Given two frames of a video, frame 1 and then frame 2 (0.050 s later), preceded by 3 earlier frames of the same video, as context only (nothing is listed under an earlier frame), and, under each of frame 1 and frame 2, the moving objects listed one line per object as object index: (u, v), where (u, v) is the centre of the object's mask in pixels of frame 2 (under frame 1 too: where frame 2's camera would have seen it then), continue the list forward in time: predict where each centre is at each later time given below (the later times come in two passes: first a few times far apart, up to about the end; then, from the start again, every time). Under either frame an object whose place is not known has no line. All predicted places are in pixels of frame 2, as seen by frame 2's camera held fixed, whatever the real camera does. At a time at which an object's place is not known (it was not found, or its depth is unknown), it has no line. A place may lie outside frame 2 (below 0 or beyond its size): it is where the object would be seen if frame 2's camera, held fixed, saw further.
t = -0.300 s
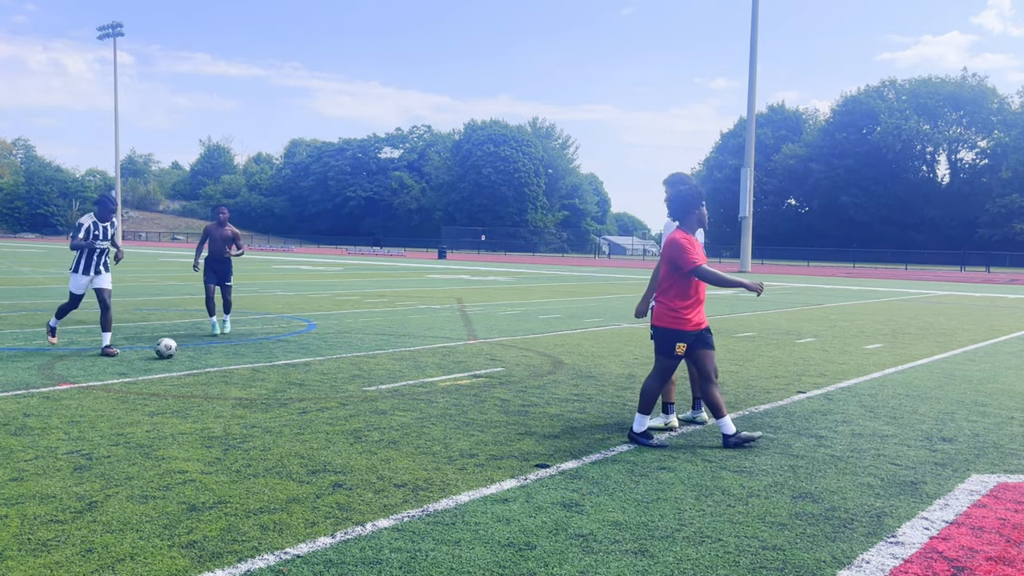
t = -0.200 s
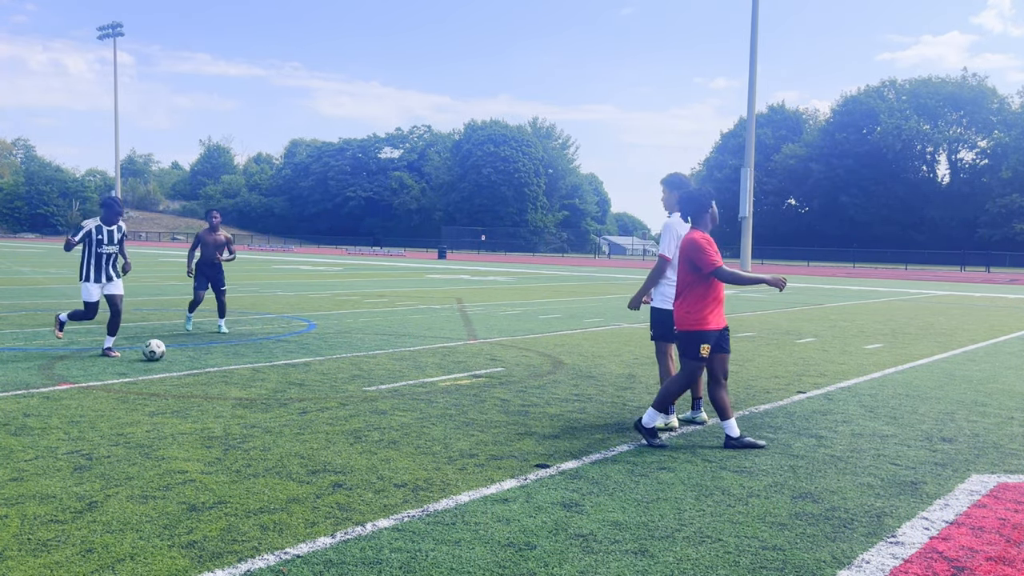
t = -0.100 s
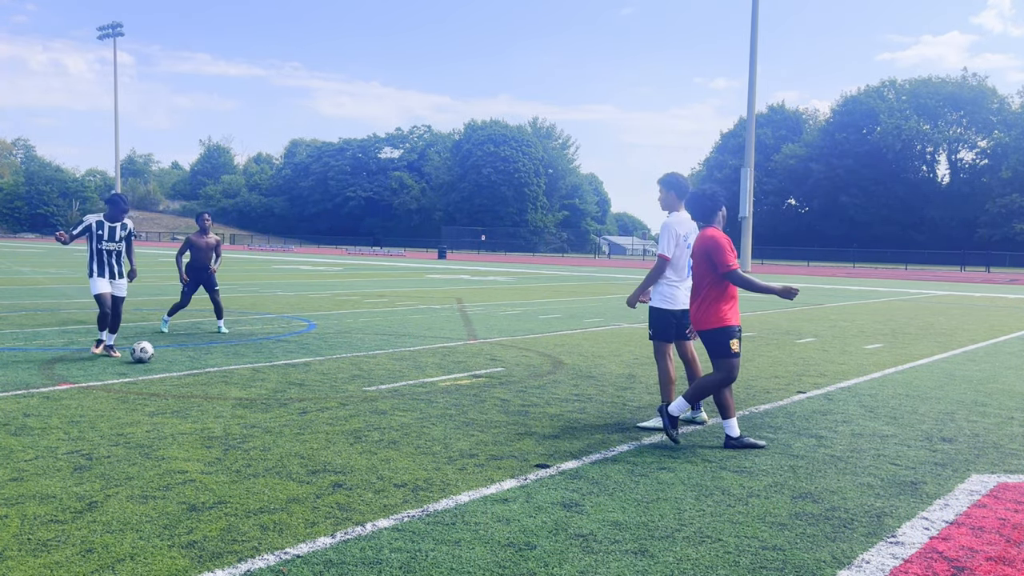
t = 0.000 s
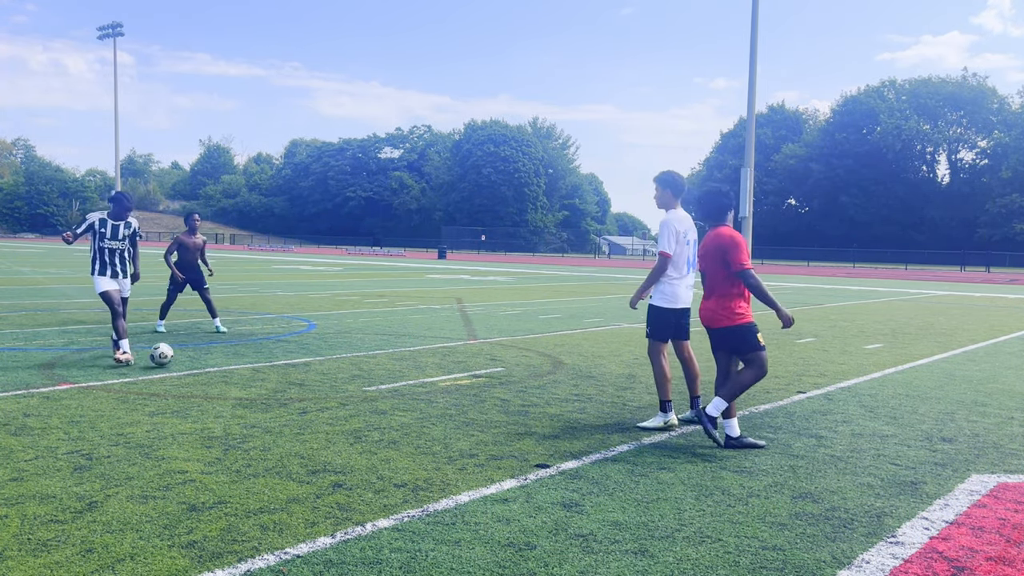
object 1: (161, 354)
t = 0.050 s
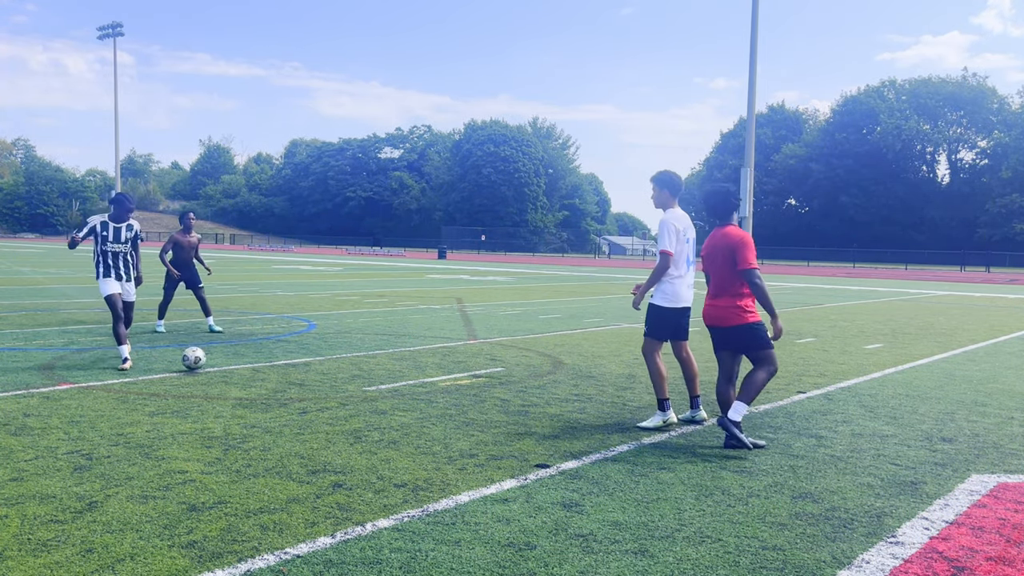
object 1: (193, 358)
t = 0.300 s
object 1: (355, 379)
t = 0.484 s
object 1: (472, 392)
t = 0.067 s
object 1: (204, 360)
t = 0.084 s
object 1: (216, 362)
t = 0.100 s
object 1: (227, 365)
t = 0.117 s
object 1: (237, 366)
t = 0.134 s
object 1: (247, 366)
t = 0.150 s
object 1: (257, 367)
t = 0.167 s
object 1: (268, 368)
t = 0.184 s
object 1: (280, 370)
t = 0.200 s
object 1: (290, 371)
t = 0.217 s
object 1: (301, 373)
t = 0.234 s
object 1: (312, 375)
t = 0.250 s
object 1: (322, 376)
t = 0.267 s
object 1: (334, 377)
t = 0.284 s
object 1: (344, 378)
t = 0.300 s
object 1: (355, 379)
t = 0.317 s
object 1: (366, 381)
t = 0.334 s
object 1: (377, 382)
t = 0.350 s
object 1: (388, 383)
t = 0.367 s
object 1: (398, 384)
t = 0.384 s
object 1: (409, 385)
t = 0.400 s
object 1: (419, 387)
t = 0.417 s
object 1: (430, 389)
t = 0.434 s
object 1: (441, 390)
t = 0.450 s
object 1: (451, 390)
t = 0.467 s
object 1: (461, 391)
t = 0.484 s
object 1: (472, 392)
